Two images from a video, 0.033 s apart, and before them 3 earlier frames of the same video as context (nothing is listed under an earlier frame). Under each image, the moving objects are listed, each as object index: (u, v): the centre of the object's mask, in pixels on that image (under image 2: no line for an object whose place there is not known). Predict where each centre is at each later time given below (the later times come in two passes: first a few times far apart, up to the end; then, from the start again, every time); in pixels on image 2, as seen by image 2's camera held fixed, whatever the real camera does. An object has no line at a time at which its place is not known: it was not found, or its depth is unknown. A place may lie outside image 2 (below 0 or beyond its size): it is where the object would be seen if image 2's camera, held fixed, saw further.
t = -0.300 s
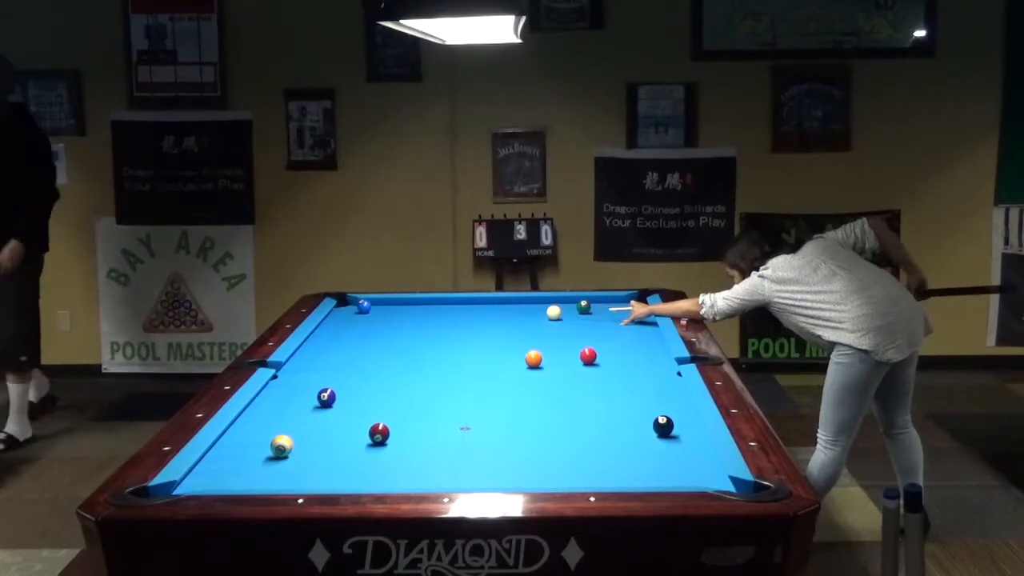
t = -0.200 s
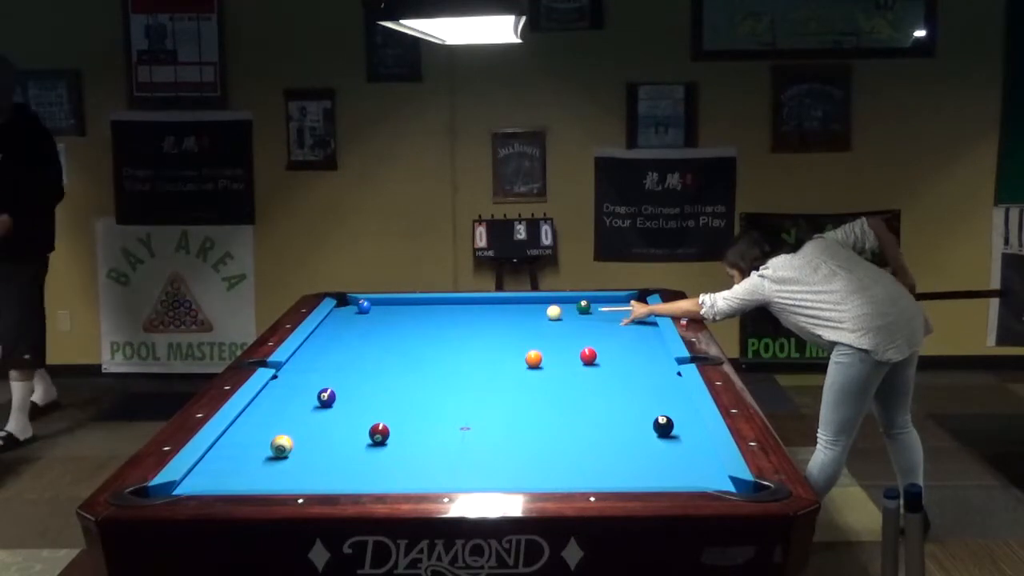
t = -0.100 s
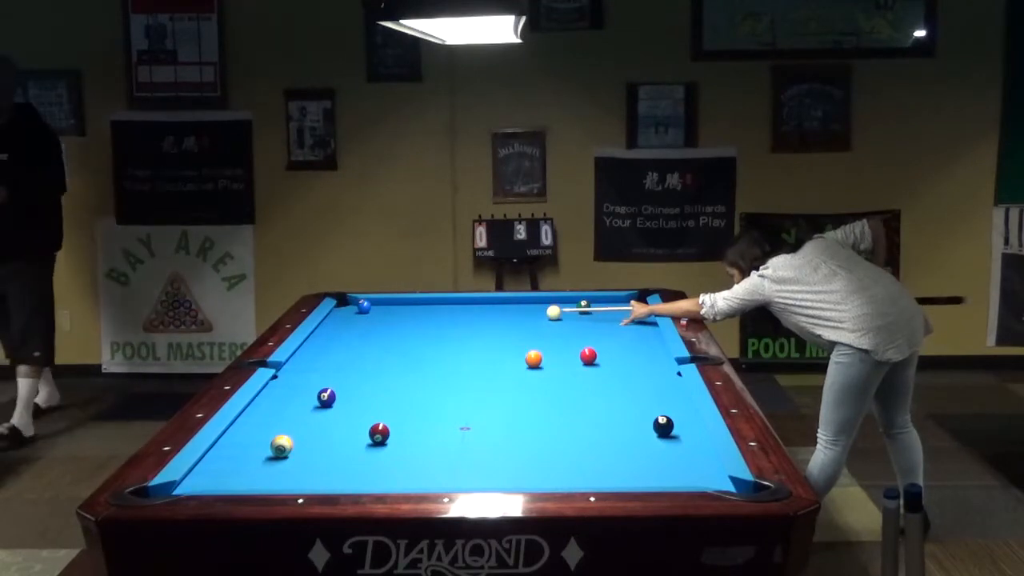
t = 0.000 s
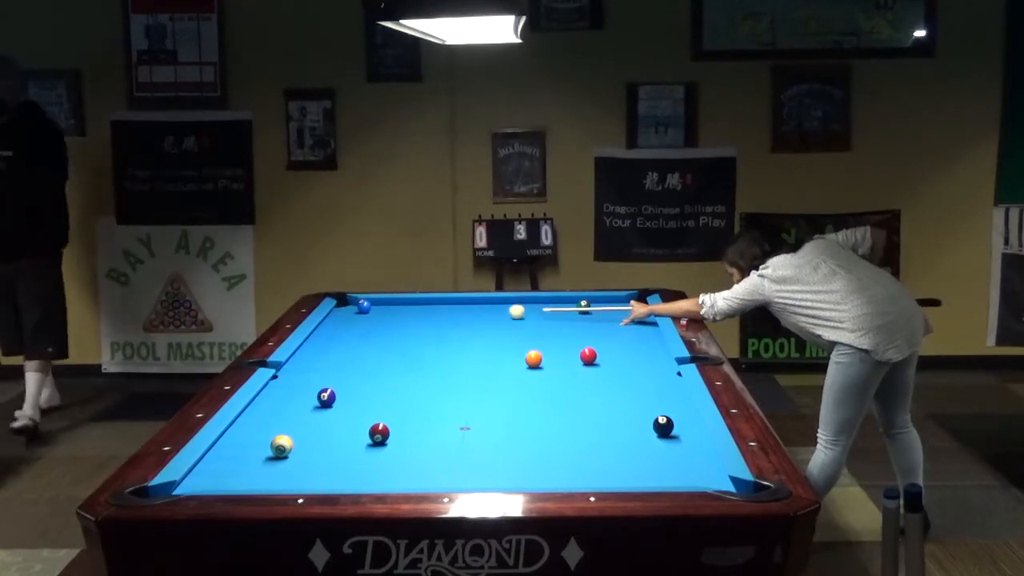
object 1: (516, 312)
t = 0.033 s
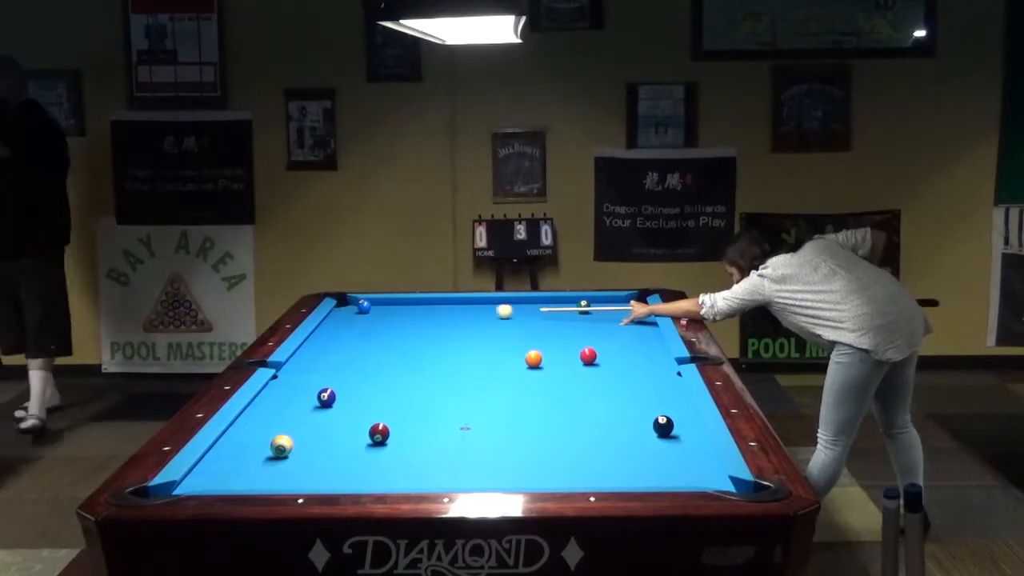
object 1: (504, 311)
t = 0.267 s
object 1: (419, 310)
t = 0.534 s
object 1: (339, 311)
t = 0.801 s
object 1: (385, 314)
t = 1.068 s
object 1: (429, 317)
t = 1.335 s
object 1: (473, 319)
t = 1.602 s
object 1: (516, 322)
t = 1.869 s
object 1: (560, 325)
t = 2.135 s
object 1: (603, 329)
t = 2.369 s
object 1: (641, 331)
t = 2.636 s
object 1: (636, 333)
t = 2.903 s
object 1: (615, 335)
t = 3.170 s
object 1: (594, 337)
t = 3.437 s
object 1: (575, 339)
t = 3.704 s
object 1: (556, 340)
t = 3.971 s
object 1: (540, 342)
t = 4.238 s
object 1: (524, 344)
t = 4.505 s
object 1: (510, 345)
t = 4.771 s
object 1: (497, 346)
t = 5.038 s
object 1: (485, 348)
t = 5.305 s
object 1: (475, 348)
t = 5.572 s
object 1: (466, 349)
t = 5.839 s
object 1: (458, 350)
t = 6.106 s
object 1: (452, 350)
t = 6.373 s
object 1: (447, 351)
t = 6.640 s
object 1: (444, 352)
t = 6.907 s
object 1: (442, 352)
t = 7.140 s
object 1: (442, 352)
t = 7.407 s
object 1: (442, 352)
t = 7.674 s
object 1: (442, 352)
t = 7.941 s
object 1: (442, 352)
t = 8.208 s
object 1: (442, 352)
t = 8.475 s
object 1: (442, 352)
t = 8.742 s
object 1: (442, 352)
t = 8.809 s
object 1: (442, 352)
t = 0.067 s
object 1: (492, 311)
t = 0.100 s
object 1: (479, 311)
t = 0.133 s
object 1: (467, 311)
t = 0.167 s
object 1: (455, 310)
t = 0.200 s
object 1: (443, 310)
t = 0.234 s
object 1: (431, 310)
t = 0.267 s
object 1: (419, 310)
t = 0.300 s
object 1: (407, 309)
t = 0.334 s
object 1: (396, 309)
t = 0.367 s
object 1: (384, 309)
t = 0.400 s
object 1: (373, 309)
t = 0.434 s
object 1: (362, 309)
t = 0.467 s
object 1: (352, 310)
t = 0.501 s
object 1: (342, 310)
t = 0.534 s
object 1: (339, 311)
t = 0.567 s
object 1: (346, 311)
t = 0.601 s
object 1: (352, 311)
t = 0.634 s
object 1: (358, 312)
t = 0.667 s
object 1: (363, 312)
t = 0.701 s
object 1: (369, 313)
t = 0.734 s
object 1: (374, 313)
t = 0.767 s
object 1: (380, 313)
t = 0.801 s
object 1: (385, 314)
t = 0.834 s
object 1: (391, 314)
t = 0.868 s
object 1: (396, 315)
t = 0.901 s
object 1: (401, 315)
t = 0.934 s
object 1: (407, 315)
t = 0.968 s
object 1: (412, 315)
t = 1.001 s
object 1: (418, 316)
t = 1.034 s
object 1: (423, 316)
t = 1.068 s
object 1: (429, 317)
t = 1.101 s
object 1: (434, 317)
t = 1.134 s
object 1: (440, 317)
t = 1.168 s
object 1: (445, 318)
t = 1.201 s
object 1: (451, 318)
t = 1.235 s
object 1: (456, 318)
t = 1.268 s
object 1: (462, 319)
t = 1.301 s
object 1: (467, 319)
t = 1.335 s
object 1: (473, 319)
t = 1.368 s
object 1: (478, 320)
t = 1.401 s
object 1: (484, 320)
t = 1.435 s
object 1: (489, 321)
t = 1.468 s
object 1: (494, 321)
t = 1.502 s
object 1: (500, 321)
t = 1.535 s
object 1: (505, 322)
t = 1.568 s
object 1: (511, 322)
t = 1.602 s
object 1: (516, 322)
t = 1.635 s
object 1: (522, 323)
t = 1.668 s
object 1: (527, 323)
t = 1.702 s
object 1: (533, 324)
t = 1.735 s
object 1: (538, 324)
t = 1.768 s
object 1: (543, 324)
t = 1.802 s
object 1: (549, 325)
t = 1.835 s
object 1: (554, 325)
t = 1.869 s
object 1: (560, 325)
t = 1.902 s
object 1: (565, 326)
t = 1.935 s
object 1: (571, 326)
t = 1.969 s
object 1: (576, 327)
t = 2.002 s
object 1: (581, 327)
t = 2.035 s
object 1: (587, 328)
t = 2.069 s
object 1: (593, 328)
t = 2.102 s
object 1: (598, 328)
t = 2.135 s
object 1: (603, 329)
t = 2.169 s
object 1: (609, 329)
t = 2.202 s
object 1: (614, 329)
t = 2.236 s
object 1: (619, 330)
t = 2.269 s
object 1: (625, 330)
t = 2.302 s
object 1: (630, 330)
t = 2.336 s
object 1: (635, 331)
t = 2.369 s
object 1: (641, 331)
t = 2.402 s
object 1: (646, 332)
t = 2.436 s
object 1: (651, 332)
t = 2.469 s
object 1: (651, 332)
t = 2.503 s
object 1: (648, 333)
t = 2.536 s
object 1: (645, 333)
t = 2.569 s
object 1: (642, 333)
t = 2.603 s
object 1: (639, 333)
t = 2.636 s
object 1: (636, 333)
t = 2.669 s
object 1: (634, 334)
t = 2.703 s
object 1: (631, 334)
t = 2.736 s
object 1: (628, 334)
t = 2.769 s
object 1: (625, 334)
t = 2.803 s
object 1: (623, 335)
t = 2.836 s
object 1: (620, 335)
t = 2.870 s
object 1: (617, 335)
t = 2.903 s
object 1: (615, 335)
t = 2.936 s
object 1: (612, 336)
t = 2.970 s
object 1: (609, 336)
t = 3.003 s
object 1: (607, 336)
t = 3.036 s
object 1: (604, 336)
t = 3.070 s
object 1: (602, 336)
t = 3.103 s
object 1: (599, 337)
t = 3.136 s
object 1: (597, 337)
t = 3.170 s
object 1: (594, 337)
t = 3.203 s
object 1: (592, 337)
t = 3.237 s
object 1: (589, 338)
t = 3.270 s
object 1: (587, 338)
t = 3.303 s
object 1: (584, 338)
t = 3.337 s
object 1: (581, 338)
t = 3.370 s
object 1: (579, 338)
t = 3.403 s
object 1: (577, 338)
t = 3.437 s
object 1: (575, 339)
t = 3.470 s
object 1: (572, 339)
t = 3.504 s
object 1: (570, 339)
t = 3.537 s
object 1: (568, 339)
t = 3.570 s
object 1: (565, 340)
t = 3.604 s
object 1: (563, 340)
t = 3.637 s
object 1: (561, 340)
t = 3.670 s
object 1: (558, 340)
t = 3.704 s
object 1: (556, 340)
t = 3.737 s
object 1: (554, 340)
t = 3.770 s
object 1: (552, 341)
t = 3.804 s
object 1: (550, 341)
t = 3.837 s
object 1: (548, 341)
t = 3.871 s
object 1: (546, 341)
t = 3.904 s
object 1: (544, 342)
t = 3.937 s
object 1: (542, 342)
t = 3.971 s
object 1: (540, 342)
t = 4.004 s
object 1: (538, 342)
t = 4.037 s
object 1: (536, 342)
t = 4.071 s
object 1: (533, 342)
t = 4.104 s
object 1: (532, 342)
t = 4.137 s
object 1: (530, 342)
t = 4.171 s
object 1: (528, 343)
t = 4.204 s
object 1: (526, 343)
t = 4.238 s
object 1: (524, 344)
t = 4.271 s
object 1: (522, 344)
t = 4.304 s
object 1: (520, 344)
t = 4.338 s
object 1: (519, 344)
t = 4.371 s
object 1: (517, 344)
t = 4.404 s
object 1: (515, 344)
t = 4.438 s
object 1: (513, 345)
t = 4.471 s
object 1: (511, 345)
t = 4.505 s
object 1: (510, 345)
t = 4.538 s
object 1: (508, 345)
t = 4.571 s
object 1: (506, 345)
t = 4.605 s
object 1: (505, 345)
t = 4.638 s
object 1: (503, 345)
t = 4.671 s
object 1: (501, 345)
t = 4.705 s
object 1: (500, 346)
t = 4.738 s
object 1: (498, 346)
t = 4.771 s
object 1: (497, 346)
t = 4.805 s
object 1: (495, 346)
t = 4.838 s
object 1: (493, 347)
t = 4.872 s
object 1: (492, 347)
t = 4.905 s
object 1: (490, 347)
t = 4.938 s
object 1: (489, 347)
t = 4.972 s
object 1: (488, 347)
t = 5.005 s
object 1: (486, 347)
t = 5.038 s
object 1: (485, 348)
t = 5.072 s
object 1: (484, 347)
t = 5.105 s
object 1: (482, 348)
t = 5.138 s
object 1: (481, 348)
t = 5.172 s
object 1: (479, 348)
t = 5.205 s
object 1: (478, 348)
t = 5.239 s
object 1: (477, 348)
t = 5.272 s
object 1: (476, 348)
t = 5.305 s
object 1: (475, 348)
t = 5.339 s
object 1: (473, 349)
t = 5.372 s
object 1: (472, 349)
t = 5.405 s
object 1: (471, 349)
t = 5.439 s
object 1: (470, 349)
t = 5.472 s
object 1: (469, 349)
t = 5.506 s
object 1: (468, 349)
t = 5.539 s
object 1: (467, 349)
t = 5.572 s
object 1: (466, 349)
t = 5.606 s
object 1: (465, 349)
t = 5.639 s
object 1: (464, 349)
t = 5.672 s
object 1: (463, 349)
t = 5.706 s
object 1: (462, 350)
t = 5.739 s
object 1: (461, 350)
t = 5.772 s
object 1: (460, 350)
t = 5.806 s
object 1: (459, 350)
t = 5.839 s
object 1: (458, 350)
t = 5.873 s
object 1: (457, 350)
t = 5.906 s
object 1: (456, 350)
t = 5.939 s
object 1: (456, 350)
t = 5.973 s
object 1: (455, 350)
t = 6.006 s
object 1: (454, 350)
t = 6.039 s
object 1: (453, 350)
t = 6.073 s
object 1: (453, 351)
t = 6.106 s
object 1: (452, 350)
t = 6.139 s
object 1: (451, 351)
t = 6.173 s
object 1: (451, 351)
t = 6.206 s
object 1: (450, 351)
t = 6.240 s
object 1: (449, 351)
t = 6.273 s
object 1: (449, 351)
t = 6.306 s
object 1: (448, 351)
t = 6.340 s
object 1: (448, 351)
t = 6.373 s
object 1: (447, 351)
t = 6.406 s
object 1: (447, 351)
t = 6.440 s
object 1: (446, 351)
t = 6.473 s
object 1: (446, 351)
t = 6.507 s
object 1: (445, 351)
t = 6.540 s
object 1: (445, 351)
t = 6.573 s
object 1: (444, 352)
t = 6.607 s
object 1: (444, 352)
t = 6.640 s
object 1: (444, 352)
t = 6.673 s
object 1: (443, 352)
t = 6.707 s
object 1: (443, 352)
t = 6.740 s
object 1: (443, 352)
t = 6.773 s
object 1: (443, 352)
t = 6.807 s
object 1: (443, 352)
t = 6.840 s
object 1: (442, 352)
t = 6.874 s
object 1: (442, 352)
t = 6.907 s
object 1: (442, 352)
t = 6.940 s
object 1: (442, 352)
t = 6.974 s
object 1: (442, 352)
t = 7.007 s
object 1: (442, 352)
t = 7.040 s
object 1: (442, 352)
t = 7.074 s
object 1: (442, 352)
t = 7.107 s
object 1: (442, 352)
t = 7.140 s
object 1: (442, 352)
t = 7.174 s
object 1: (442, 352)
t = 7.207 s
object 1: (442, 352)
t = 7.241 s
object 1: (442, 352)
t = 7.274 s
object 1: (442, 352)
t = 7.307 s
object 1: (442, 352)
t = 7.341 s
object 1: (442, 352)
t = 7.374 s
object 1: (442, 352)
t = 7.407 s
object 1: (442, 352)
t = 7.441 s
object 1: (442, 352)
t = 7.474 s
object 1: (442, 352)
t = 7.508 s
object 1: (442, 352)
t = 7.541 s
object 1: (442, 352)
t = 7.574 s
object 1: (442, 352)
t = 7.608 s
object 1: (442, 352)
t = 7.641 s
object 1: (442, 352)
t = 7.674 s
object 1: (442, 352)
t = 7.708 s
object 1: (442, 352)
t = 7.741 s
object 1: (442, 352)
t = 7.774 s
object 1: (442, 352)
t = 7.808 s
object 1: (442, 352)
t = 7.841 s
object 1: (442, 352)
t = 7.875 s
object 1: (442, 352)
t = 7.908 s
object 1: (442, 352)
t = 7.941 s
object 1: (442, 352)
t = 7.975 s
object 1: (442, 352)
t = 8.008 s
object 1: (442, 352)
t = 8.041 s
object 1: (442, 352)
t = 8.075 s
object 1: (442, 352)
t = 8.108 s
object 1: (442, 352)
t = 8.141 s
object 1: (442, 352)
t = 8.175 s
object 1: (442, 352)
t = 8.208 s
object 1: (442, 352)
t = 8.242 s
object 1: (442, 352)
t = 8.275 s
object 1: (442, 352)
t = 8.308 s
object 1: (442, 352)
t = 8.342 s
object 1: (442, 352)
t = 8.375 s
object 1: (442, 352)
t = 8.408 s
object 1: (442, 352)
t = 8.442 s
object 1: (442, 352)
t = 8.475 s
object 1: (442, 352)
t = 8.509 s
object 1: (442, 352)
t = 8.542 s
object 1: (442, 352)
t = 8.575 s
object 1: (442, 352)
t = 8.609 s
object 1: (442, 352)
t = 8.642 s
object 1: (442, 352)
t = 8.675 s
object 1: (442, 352)
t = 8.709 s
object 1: (442, 352)
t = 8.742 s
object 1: (442, 352)
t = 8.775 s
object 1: (442, 352)
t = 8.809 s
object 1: (442, 352)
